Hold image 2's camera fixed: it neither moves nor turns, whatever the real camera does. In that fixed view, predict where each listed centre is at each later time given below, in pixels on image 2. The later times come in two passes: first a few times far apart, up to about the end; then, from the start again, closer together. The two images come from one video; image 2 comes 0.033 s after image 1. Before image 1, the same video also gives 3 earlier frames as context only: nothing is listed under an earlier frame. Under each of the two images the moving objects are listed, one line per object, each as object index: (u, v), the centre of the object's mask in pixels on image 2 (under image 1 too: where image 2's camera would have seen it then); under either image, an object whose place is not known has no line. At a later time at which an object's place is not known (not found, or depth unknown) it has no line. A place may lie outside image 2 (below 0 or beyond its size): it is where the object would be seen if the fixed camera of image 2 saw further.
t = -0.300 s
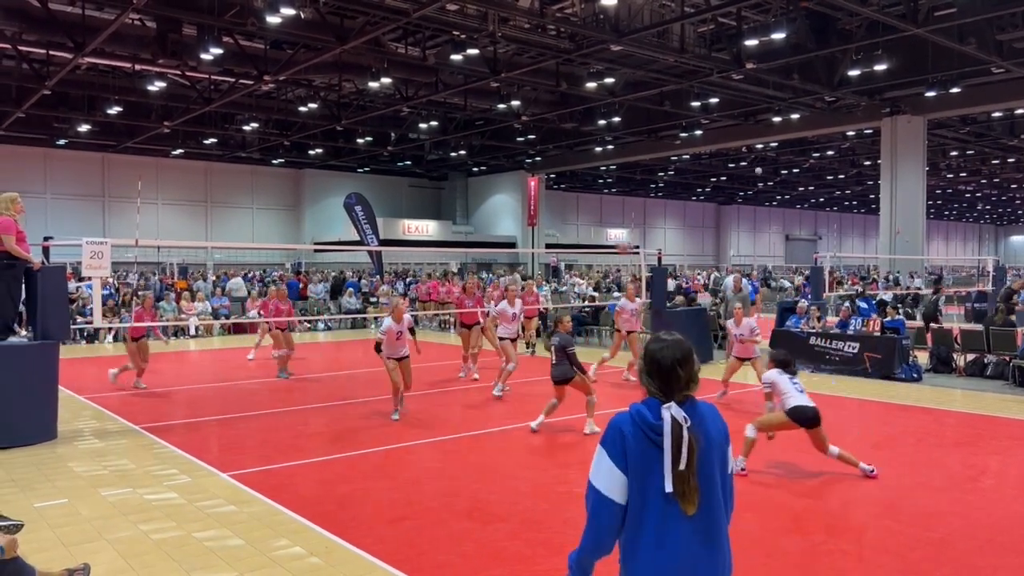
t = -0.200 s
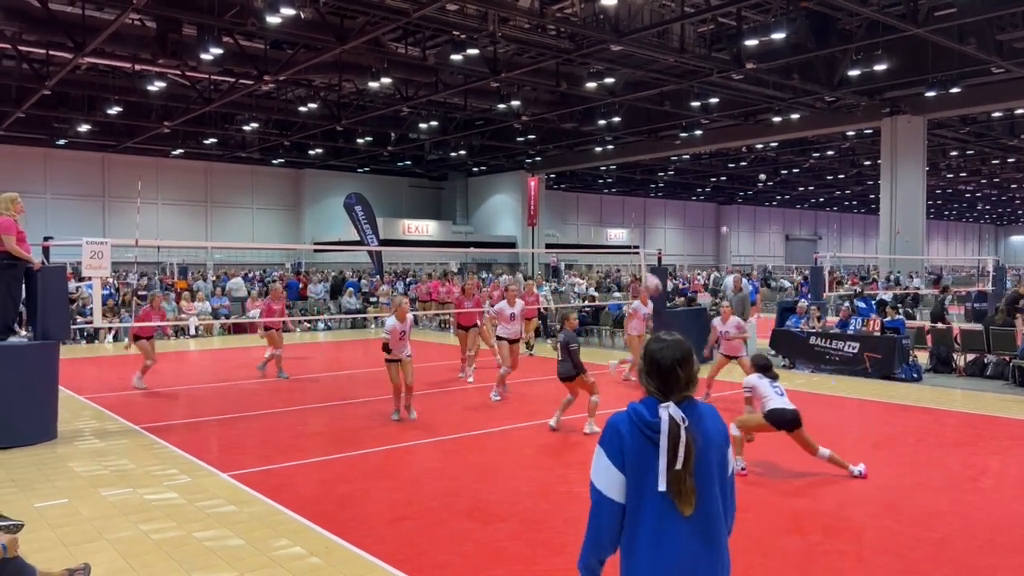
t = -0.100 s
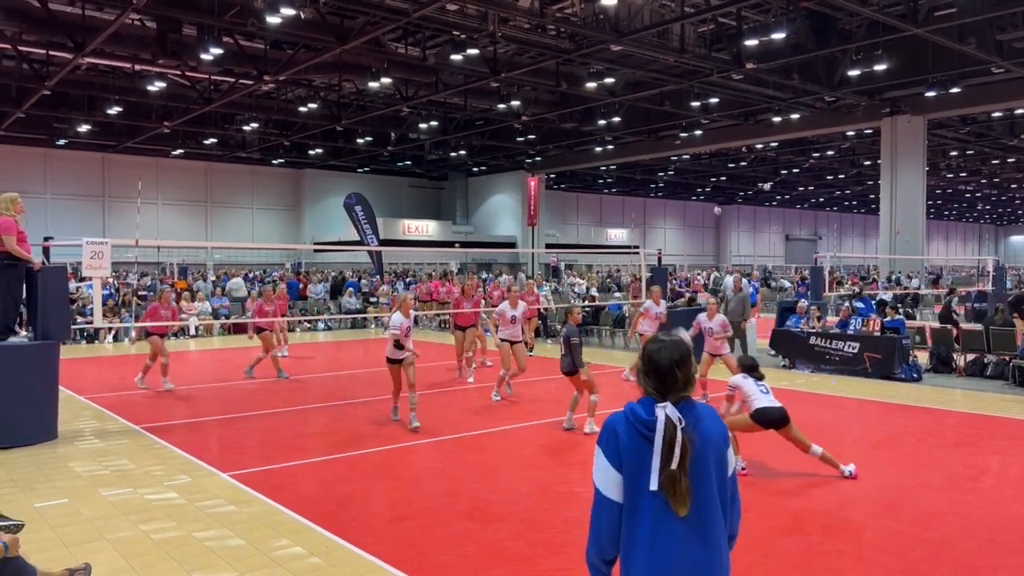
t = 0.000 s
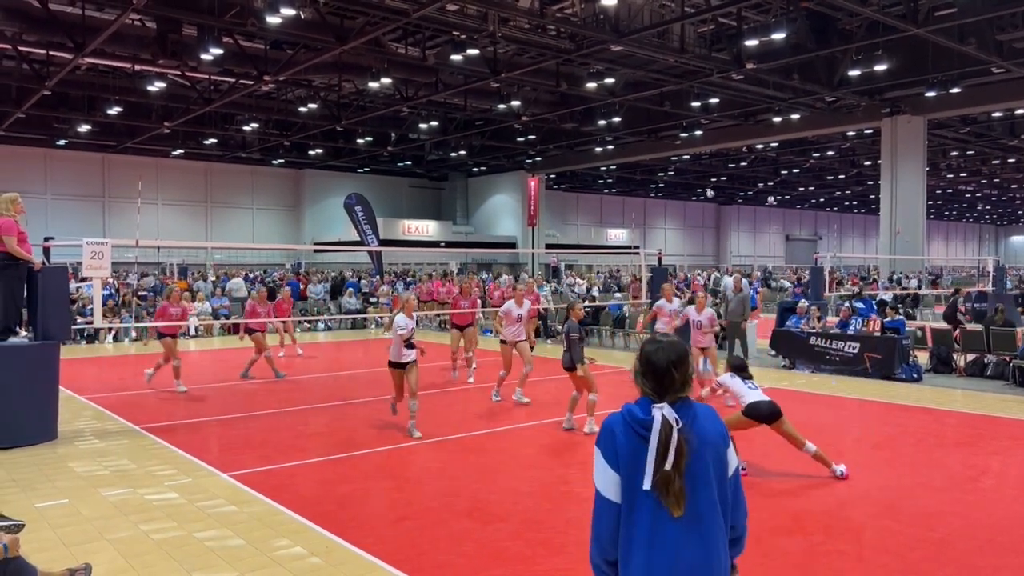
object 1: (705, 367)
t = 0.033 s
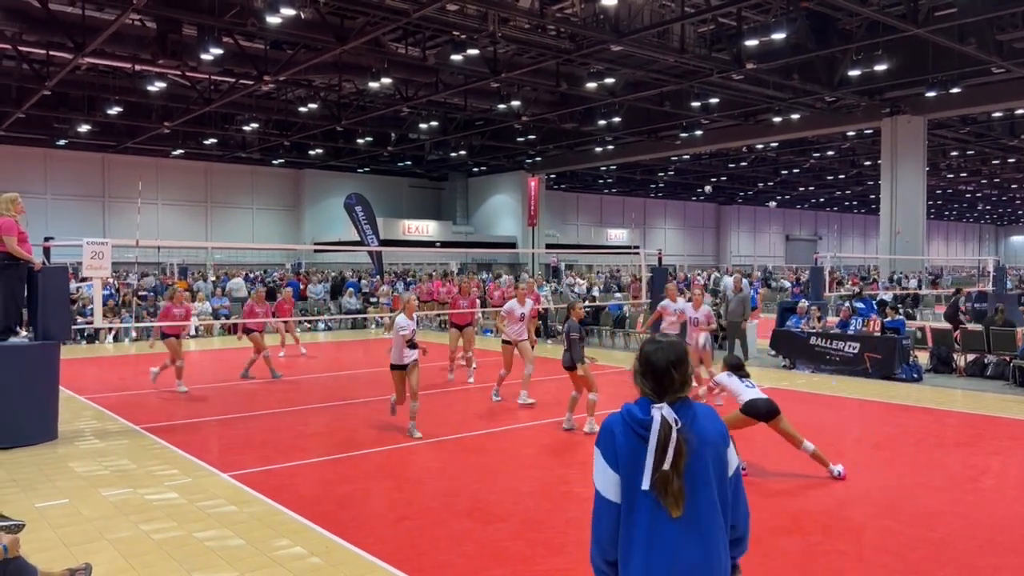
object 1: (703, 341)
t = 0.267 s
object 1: (684, 204)
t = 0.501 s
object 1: (669, 125)
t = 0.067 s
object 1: (698, 318)
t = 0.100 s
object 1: (694, 294)
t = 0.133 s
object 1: (693, 276)
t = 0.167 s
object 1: (689, 255)
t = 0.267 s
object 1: (684, 204)
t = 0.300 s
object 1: (681, 189)
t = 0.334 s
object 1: (679, 176)
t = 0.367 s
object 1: (676, 163)
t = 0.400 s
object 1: (674, 151)
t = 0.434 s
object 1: (672, 141)
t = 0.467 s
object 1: (671, 132)
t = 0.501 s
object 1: (669, 125)
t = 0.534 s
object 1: (668, 117)
